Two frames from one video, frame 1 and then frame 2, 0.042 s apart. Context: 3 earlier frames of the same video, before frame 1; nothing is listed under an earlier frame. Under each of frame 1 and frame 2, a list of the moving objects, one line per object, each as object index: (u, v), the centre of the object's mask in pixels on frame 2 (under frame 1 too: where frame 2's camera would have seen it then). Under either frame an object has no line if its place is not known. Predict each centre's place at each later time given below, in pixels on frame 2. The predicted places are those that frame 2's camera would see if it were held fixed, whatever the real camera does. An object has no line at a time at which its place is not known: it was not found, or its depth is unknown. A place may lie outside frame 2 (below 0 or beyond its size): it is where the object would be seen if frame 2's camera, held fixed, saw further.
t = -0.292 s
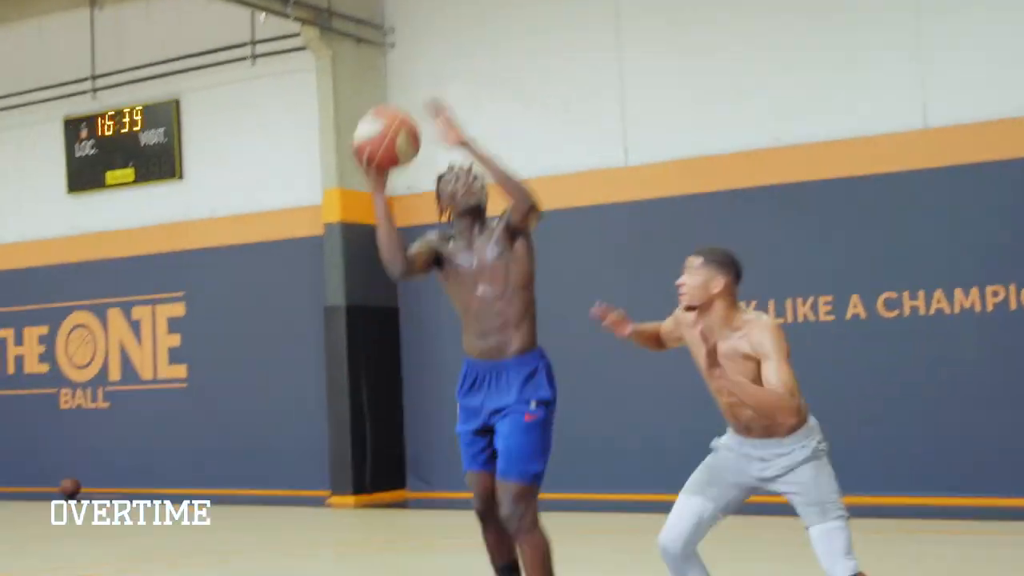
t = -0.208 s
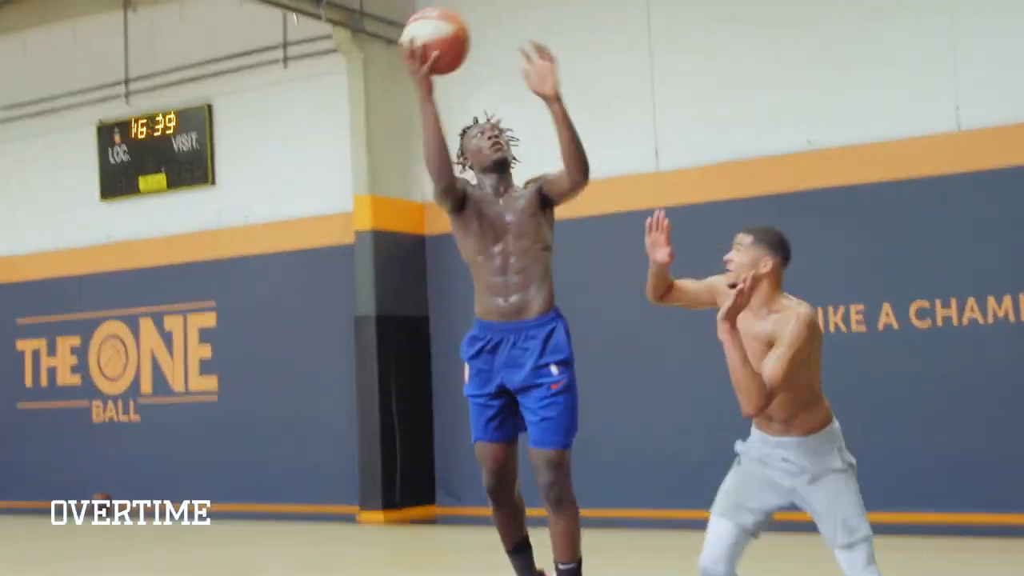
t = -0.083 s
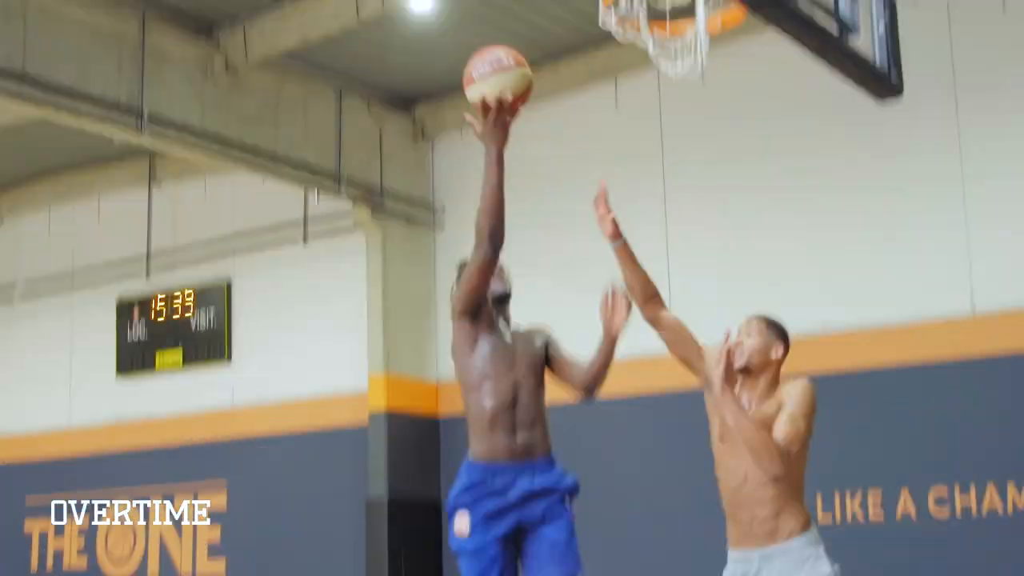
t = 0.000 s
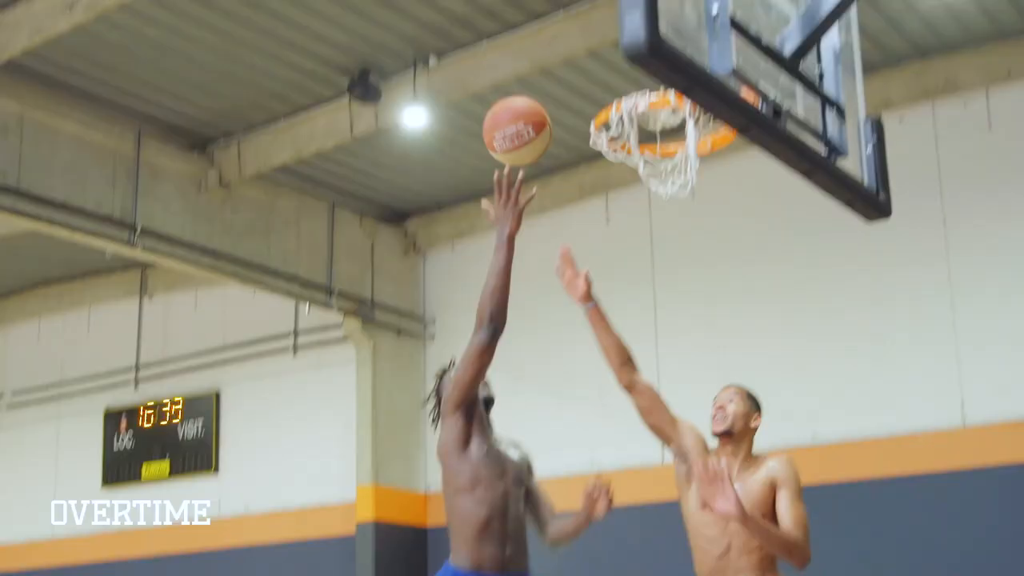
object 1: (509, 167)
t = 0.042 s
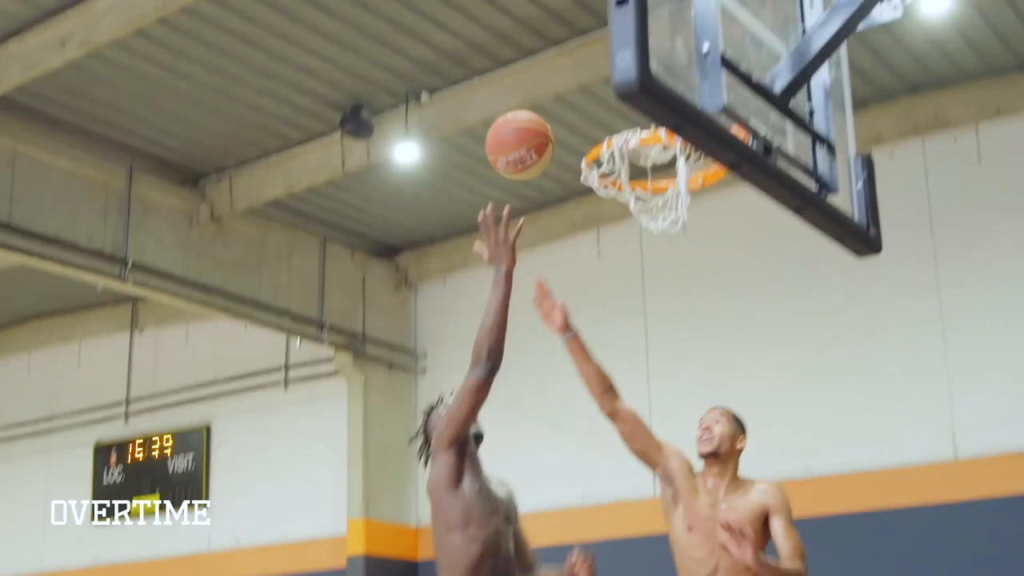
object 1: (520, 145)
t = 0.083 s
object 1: (537, 117)
